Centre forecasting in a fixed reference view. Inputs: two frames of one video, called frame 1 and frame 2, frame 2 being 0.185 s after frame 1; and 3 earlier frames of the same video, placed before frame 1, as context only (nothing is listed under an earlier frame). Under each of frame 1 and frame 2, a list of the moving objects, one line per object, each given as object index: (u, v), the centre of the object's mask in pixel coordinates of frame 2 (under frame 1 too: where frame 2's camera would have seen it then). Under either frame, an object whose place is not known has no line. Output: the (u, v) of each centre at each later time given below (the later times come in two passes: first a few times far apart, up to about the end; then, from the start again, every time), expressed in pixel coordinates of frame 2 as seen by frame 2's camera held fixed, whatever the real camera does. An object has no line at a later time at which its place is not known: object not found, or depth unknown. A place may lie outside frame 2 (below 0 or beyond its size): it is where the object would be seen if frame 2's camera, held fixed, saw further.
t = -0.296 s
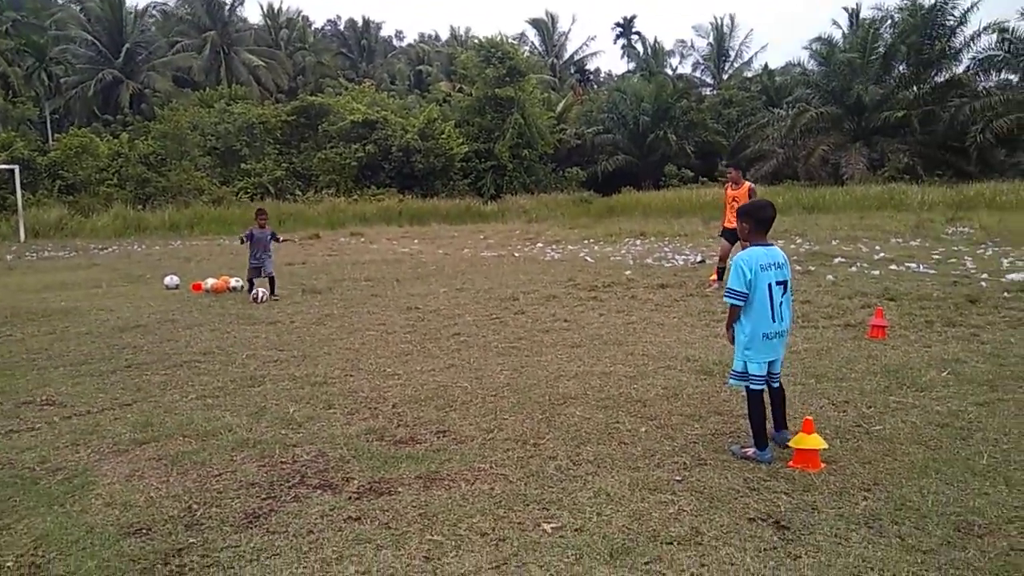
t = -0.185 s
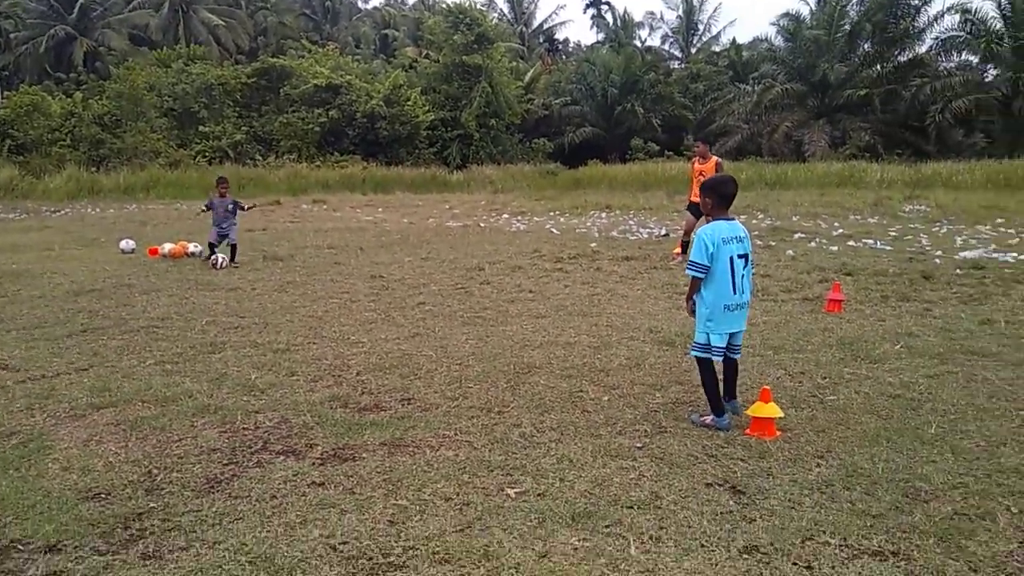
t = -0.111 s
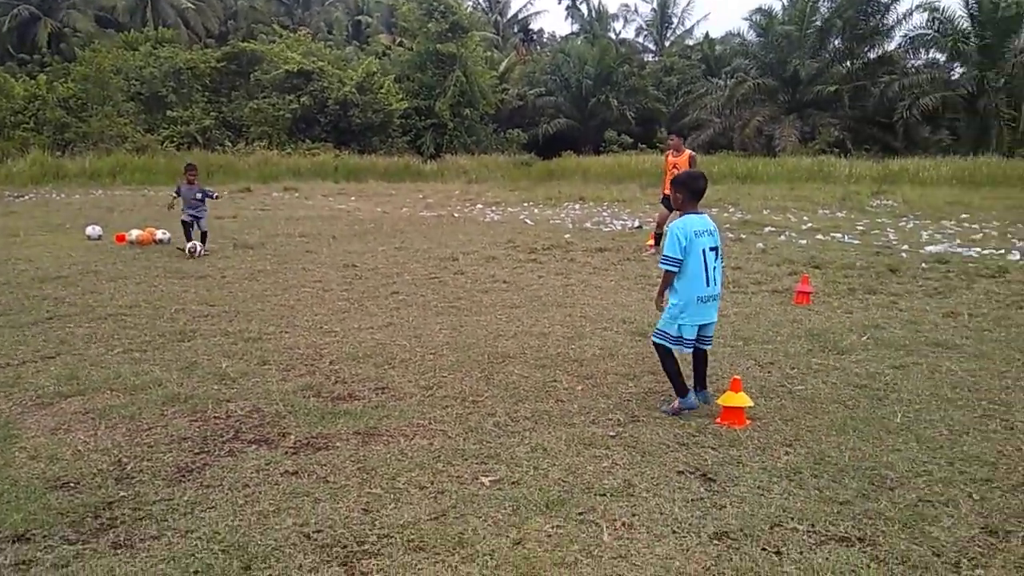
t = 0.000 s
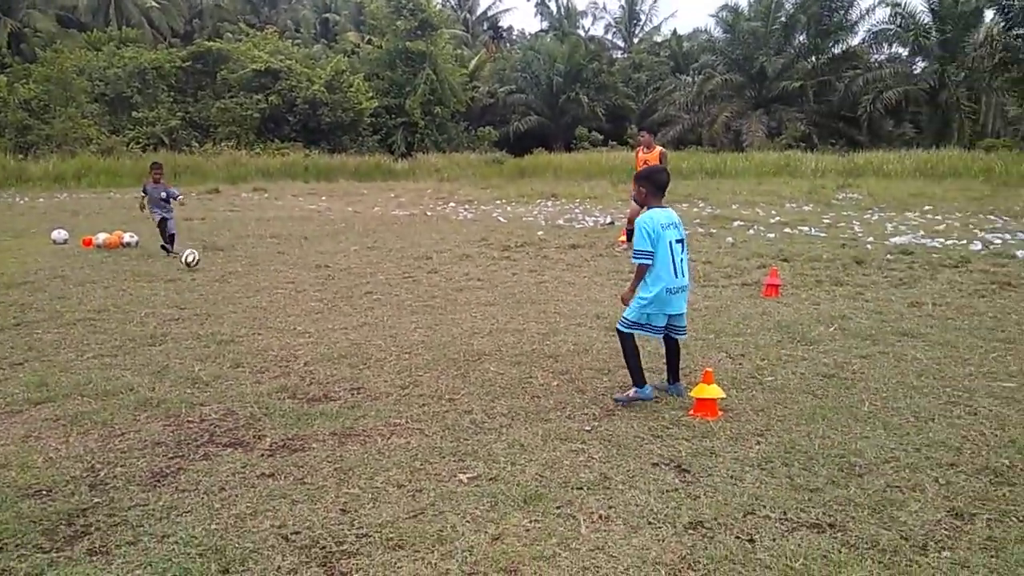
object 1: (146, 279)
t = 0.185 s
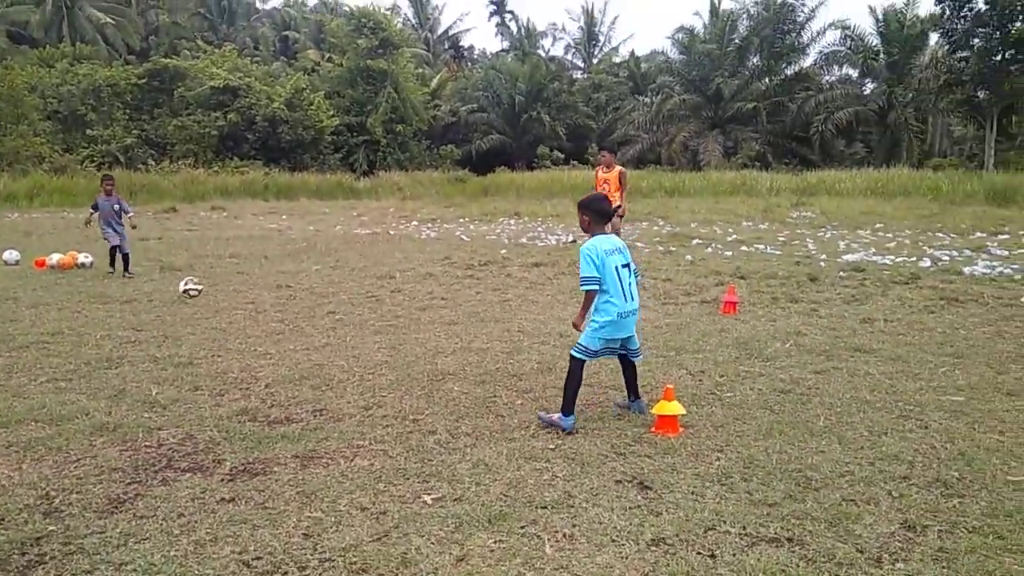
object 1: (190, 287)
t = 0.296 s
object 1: (216, 295)
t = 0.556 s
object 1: (280, 329)
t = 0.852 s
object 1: (364, 349)
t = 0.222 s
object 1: (198, 288)
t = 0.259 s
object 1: (207, 290)
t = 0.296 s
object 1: (216, 295)
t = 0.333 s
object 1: (225, 300)
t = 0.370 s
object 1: (234, 308)
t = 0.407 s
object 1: (245, 317)
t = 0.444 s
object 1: (255, 321)
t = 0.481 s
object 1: (261, 323)
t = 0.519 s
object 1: (272, 324)
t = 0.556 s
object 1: (280, 329)
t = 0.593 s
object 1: (289, 332)
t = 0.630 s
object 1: (298, 335)
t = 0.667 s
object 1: (308, 339)
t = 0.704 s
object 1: (319, 344)
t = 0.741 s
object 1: (329, 344)
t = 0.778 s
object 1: (340, 343)
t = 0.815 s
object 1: (351, 344)
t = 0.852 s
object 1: (364, 349)
